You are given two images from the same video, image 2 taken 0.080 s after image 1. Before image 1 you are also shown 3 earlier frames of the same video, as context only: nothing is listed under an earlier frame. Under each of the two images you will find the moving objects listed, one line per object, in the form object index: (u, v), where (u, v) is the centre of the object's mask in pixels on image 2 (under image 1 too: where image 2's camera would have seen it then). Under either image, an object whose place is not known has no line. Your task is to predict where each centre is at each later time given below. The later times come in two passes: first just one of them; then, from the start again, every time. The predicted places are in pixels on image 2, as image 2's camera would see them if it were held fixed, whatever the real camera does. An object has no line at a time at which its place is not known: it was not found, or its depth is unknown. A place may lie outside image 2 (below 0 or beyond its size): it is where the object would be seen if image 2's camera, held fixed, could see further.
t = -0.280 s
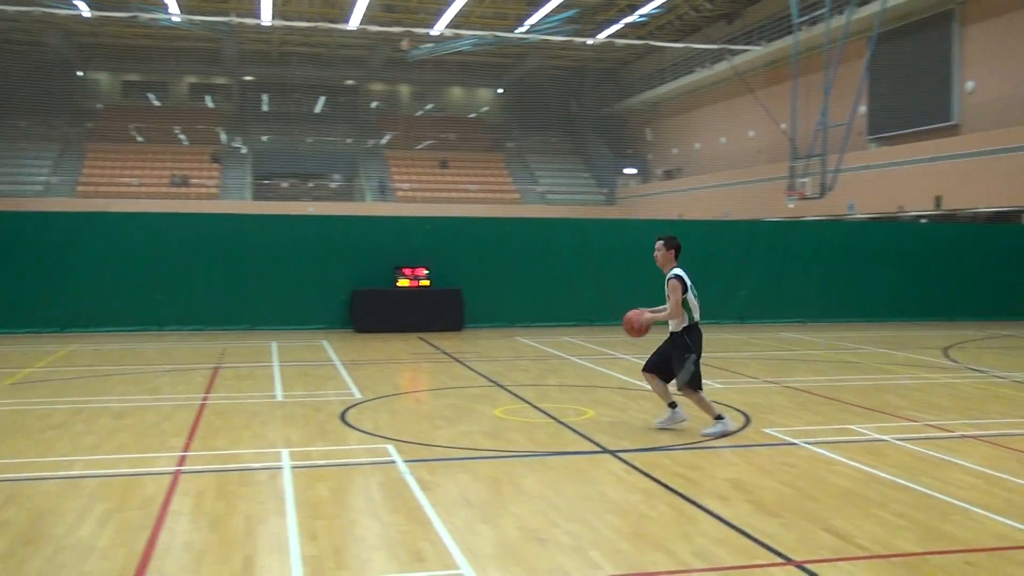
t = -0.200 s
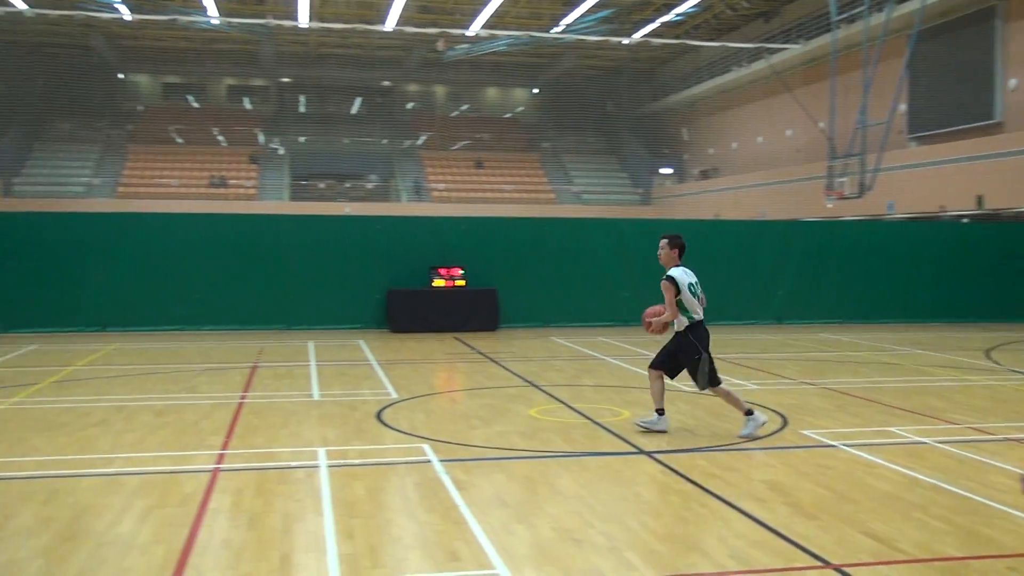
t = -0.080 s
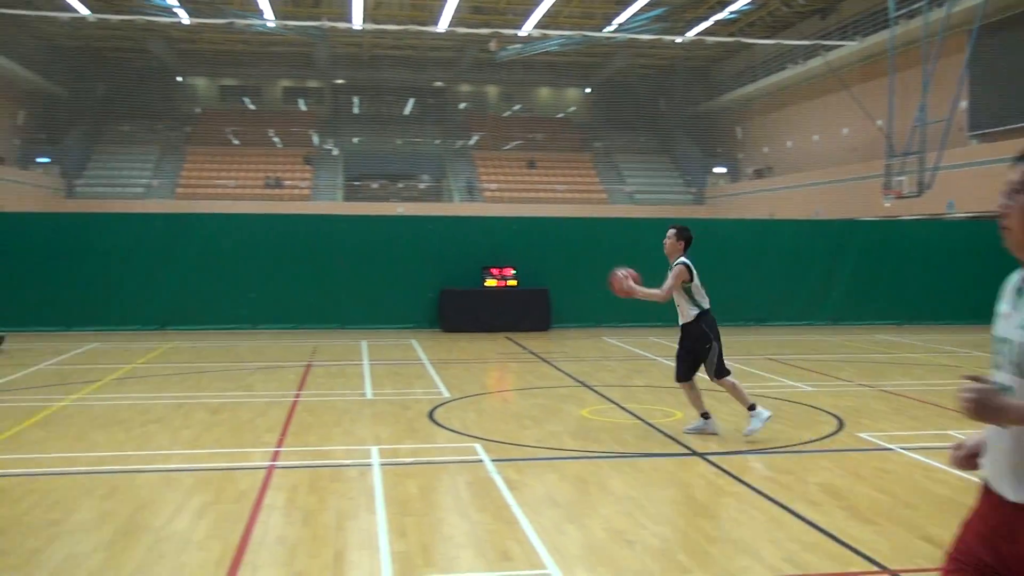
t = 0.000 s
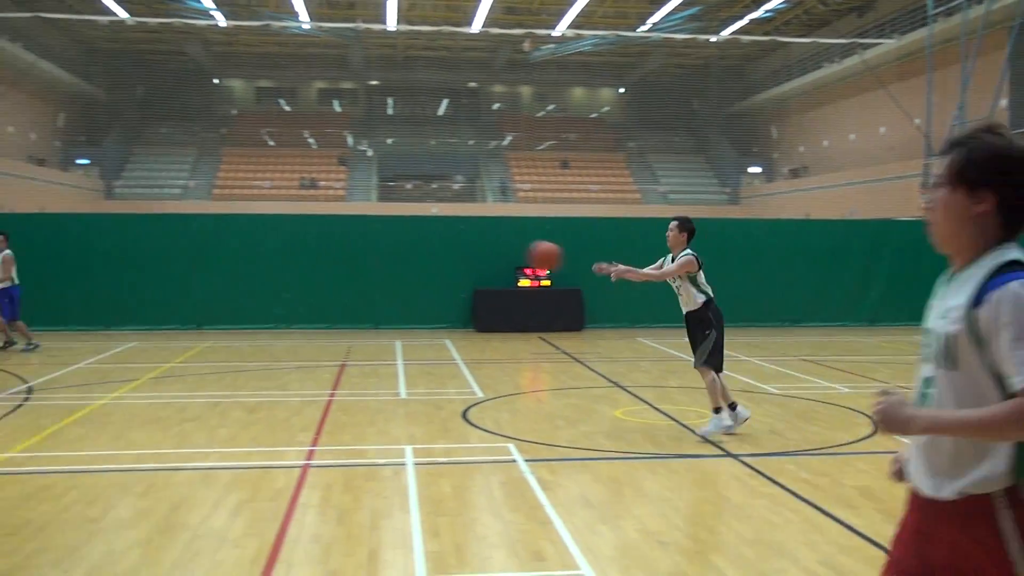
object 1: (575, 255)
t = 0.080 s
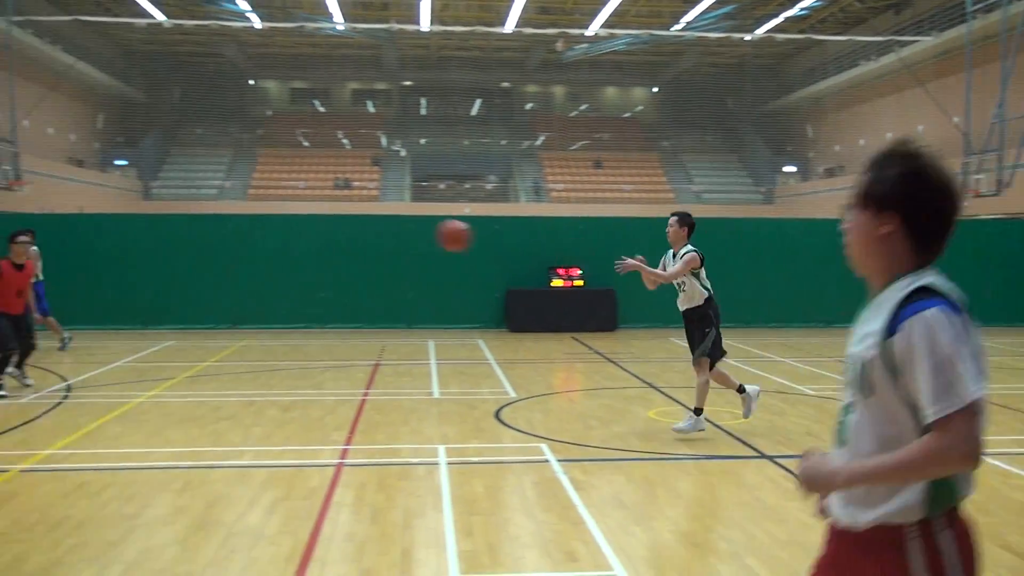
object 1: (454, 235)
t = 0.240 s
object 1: (202, 212)
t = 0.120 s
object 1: (393, 228)
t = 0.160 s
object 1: (331, 222)
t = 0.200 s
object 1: (267, 216)
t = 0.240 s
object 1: (202, 212)
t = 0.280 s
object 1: (137, 211)
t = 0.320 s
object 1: (71, 212)
